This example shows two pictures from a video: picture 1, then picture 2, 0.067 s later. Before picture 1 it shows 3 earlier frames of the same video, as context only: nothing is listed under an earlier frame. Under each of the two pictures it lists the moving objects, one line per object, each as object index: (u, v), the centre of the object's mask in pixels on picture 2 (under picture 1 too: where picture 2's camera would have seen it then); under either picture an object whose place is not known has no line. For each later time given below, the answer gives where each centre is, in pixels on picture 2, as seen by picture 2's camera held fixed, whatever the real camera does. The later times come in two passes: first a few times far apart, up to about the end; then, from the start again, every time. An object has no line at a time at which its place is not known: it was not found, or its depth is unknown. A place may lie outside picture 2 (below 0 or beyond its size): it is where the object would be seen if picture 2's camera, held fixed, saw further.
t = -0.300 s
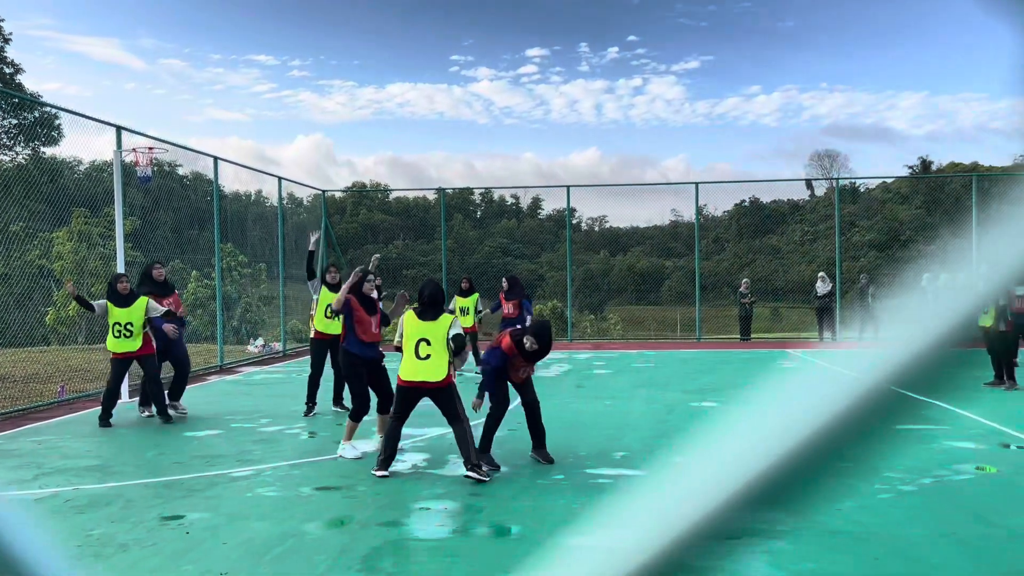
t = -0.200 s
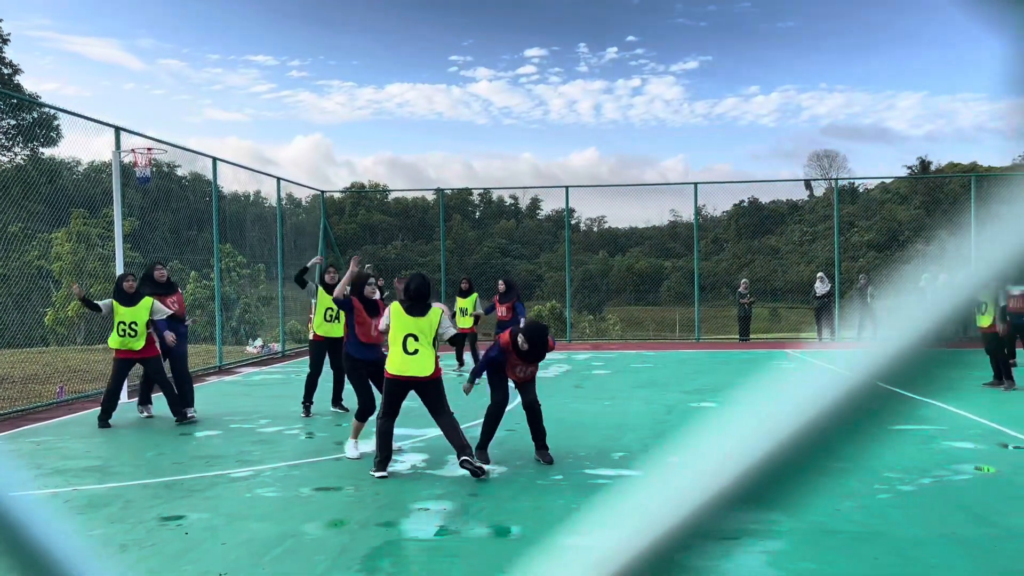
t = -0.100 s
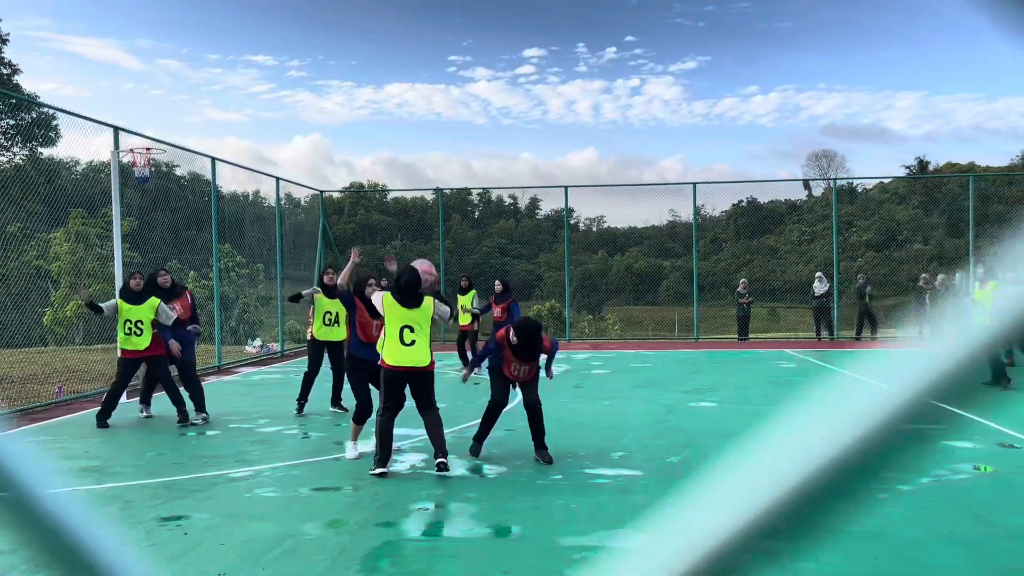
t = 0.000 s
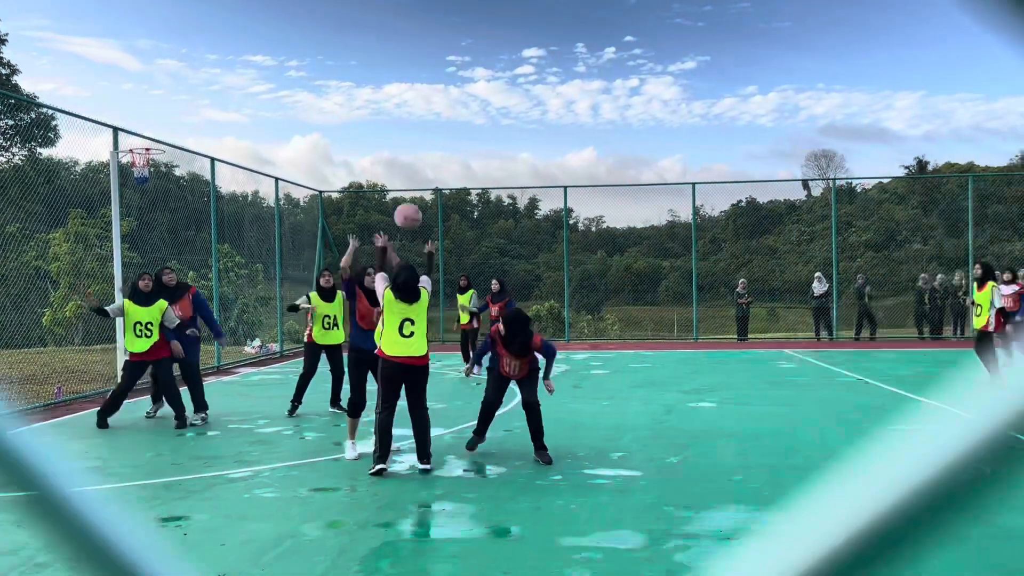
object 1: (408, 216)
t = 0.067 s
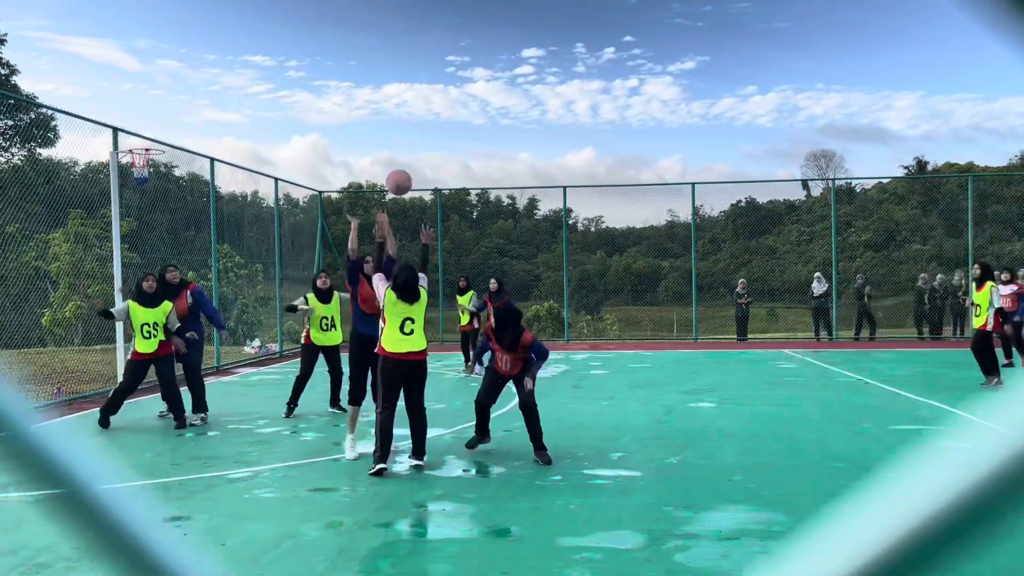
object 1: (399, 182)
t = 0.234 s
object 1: (380, 128)
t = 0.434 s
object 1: (362, 111)
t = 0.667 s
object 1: (346, 139)
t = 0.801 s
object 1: (338, 173)
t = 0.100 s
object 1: (395, 168)
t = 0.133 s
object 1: (391, 156)
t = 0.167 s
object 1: (387, 145)
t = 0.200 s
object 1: (383, 136)
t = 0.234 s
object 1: (380, 128)
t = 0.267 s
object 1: (377, 122)
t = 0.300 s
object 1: (373, 117)
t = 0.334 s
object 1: (371, 114)
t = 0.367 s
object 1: (367, 112)
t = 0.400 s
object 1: (365, 111)
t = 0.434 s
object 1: (362, 111)
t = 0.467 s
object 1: (360, 112)
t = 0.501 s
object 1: (357, 114)
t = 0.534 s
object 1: (355, 117)
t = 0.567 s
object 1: (352, 121)
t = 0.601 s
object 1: (350, 126)
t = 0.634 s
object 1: (348, 132)
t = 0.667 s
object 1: (346, 139)
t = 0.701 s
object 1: (344, 147)
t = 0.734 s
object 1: (342, 155)
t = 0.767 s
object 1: (340, 164)
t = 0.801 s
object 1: (338, 173)
